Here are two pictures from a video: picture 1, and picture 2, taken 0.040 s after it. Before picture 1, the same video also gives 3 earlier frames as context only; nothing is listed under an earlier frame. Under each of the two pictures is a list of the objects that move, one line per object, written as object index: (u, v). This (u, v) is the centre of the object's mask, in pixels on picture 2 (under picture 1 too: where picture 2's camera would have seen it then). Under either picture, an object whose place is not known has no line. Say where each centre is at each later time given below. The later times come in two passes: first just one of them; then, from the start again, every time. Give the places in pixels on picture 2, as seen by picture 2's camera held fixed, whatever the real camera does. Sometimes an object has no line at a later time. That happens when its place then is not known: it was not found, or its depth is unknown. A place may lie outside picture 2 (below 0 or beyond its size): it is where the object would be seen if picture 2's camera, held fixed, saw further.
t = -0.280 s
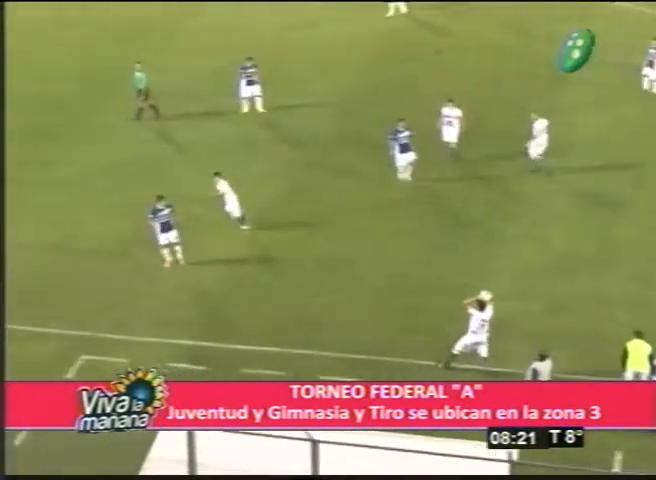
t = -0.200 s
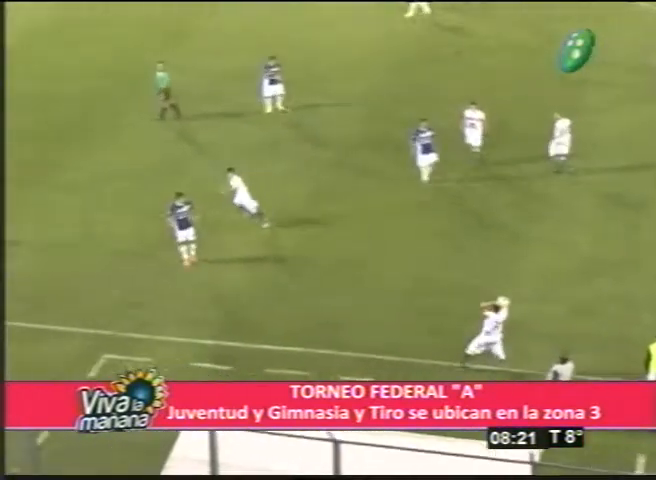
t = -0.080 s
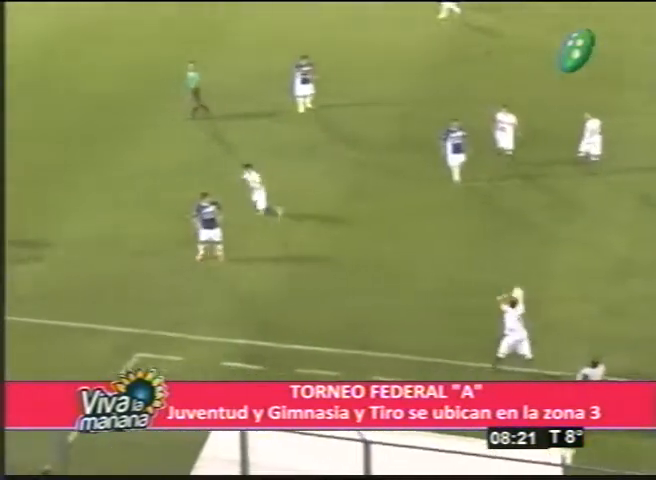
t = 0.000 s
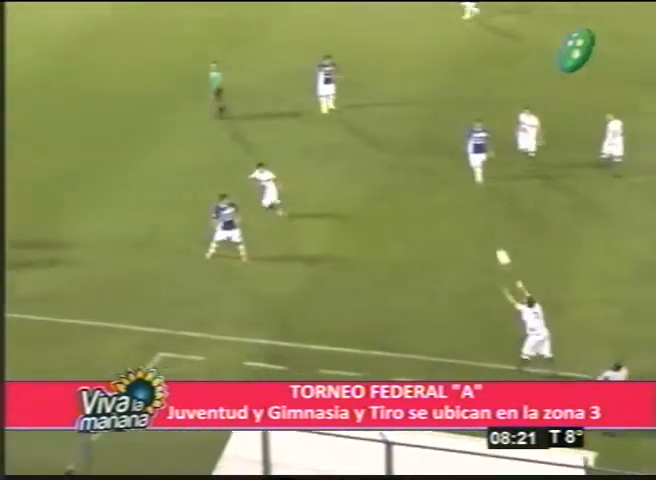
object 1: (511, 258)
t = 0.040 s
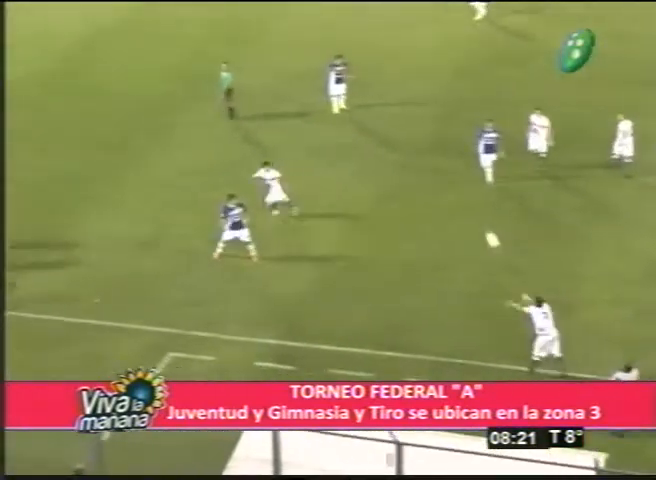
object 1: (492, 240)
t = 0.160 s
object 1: (436, 192)
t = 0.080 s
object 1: (473, 223)
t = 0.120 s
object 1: (454, 207)
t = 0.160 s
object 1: (436, 192)
